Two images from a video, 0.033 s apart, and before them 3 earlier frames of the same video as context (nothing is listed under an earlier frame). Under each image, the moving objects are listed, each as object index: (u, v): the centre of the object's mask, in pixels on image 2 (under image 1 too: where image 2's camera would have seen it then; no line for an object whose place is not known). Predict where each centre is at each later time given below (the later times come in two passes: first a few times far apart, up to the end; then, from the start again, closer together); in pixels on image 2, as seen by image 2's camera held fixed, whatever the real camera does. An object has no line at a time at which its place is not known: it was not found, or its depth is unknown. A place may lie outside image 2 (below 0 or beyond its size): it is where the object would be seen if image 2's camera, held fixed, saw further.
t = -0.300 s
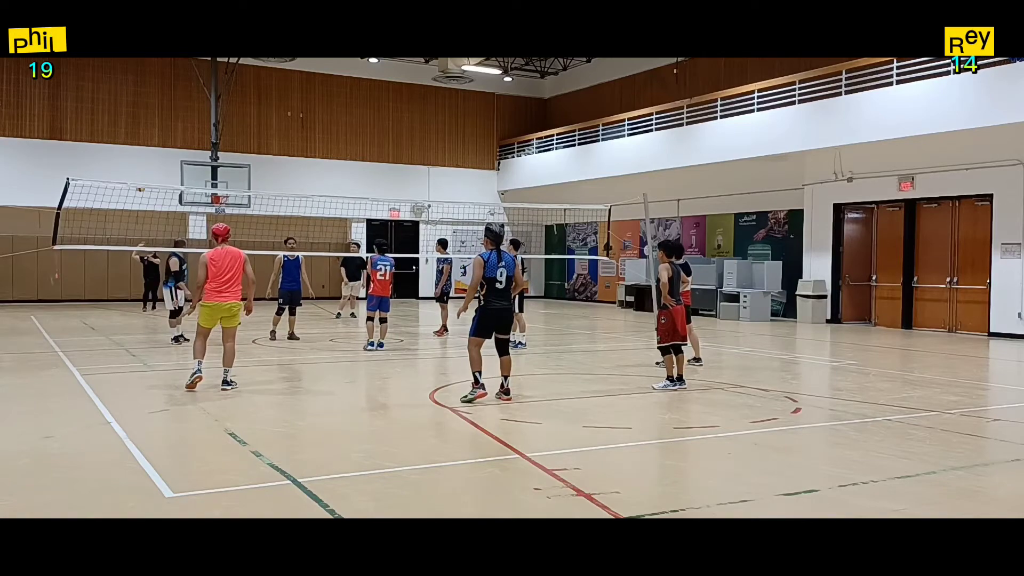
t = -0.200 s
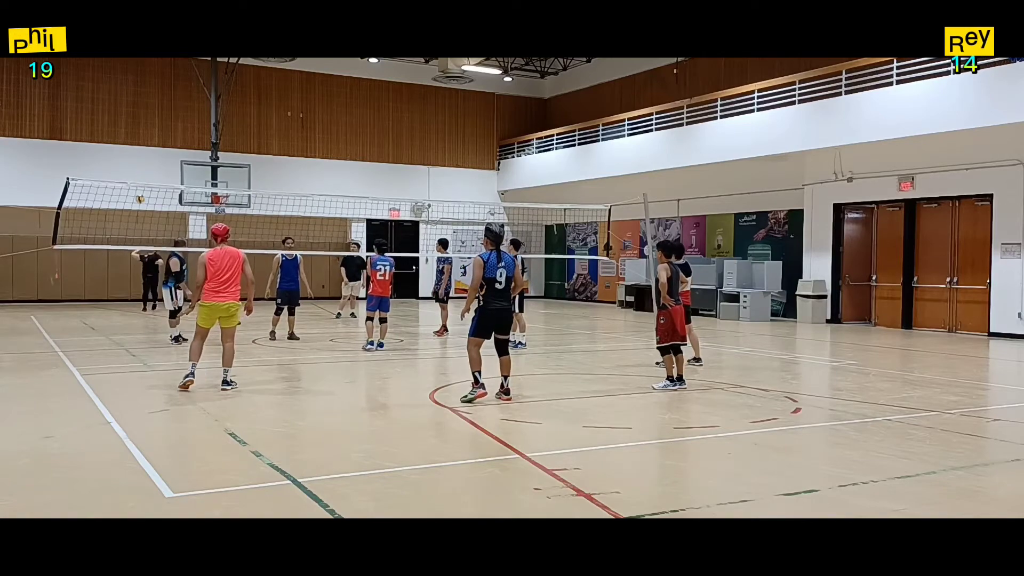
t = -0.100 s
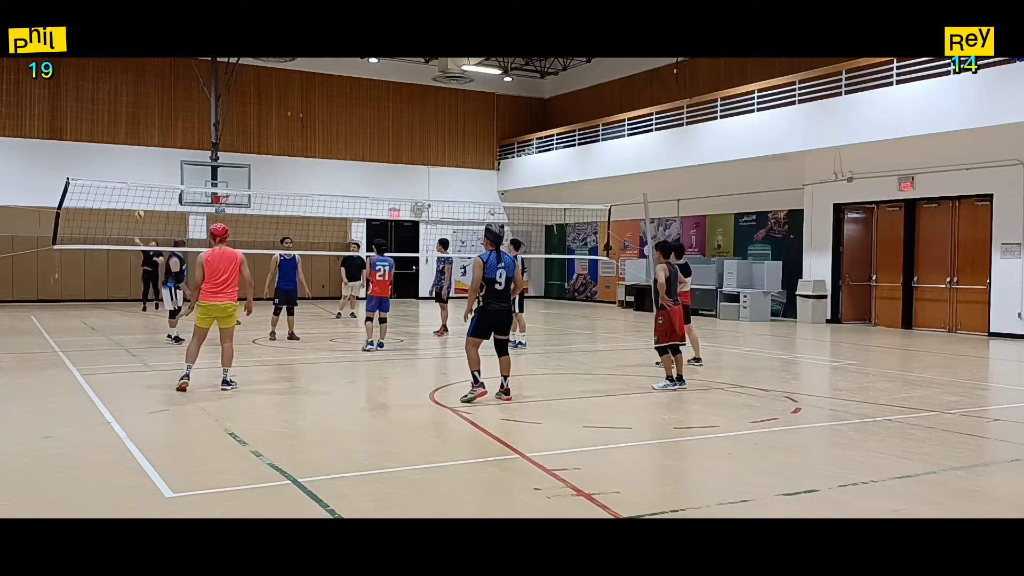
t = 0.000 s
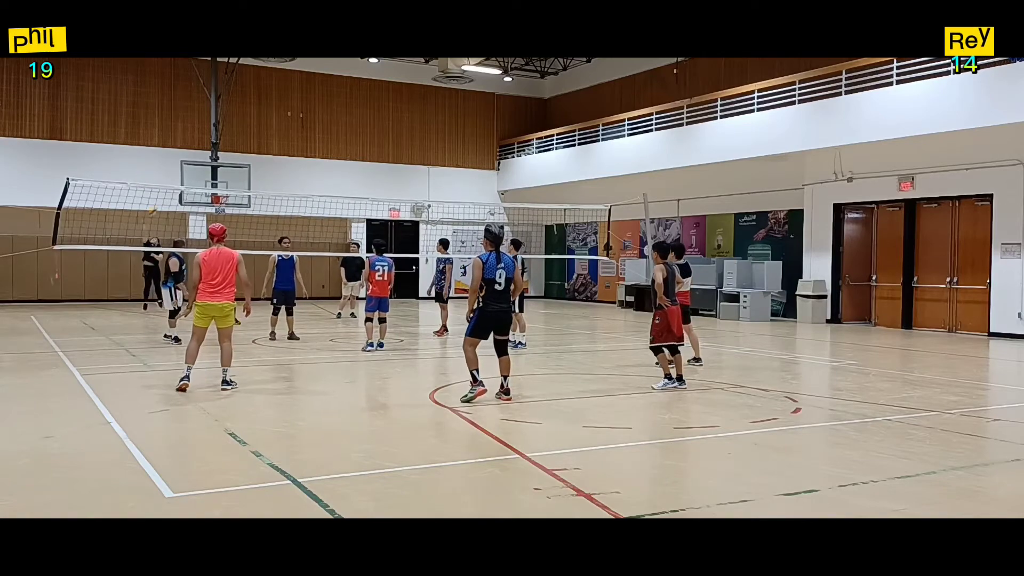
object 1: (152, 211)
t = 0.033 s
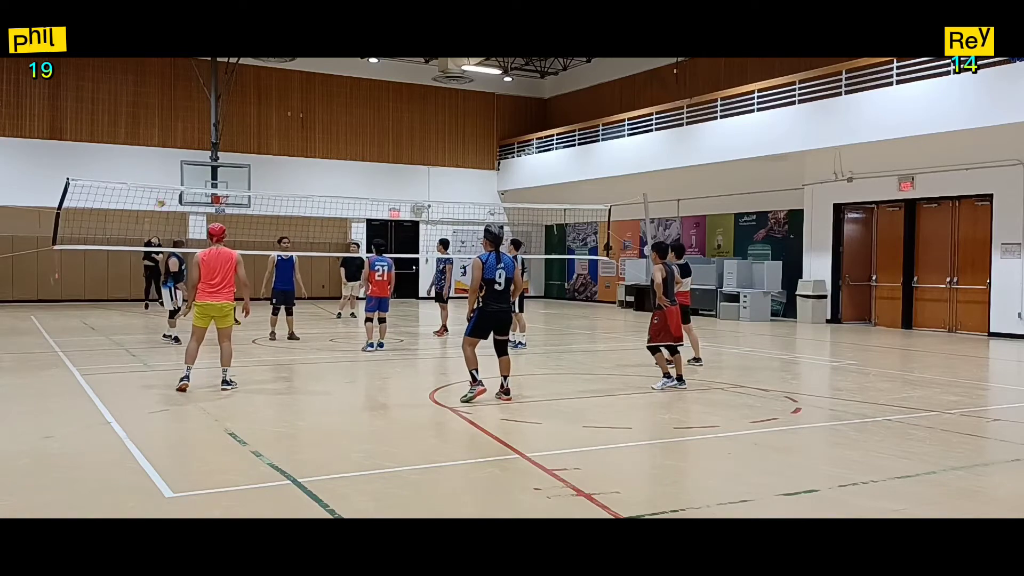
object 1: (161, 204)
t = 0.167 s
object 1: (196, 175)
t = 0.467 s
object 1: (288, 140)
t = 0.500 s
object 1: (299, 139)
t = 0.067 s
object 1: (170, 196)
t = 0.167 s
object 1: (196, 175)
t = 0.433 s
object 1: (277, 142)
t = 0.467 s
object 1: (288, 140)
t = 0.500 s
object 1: (299, 139)
